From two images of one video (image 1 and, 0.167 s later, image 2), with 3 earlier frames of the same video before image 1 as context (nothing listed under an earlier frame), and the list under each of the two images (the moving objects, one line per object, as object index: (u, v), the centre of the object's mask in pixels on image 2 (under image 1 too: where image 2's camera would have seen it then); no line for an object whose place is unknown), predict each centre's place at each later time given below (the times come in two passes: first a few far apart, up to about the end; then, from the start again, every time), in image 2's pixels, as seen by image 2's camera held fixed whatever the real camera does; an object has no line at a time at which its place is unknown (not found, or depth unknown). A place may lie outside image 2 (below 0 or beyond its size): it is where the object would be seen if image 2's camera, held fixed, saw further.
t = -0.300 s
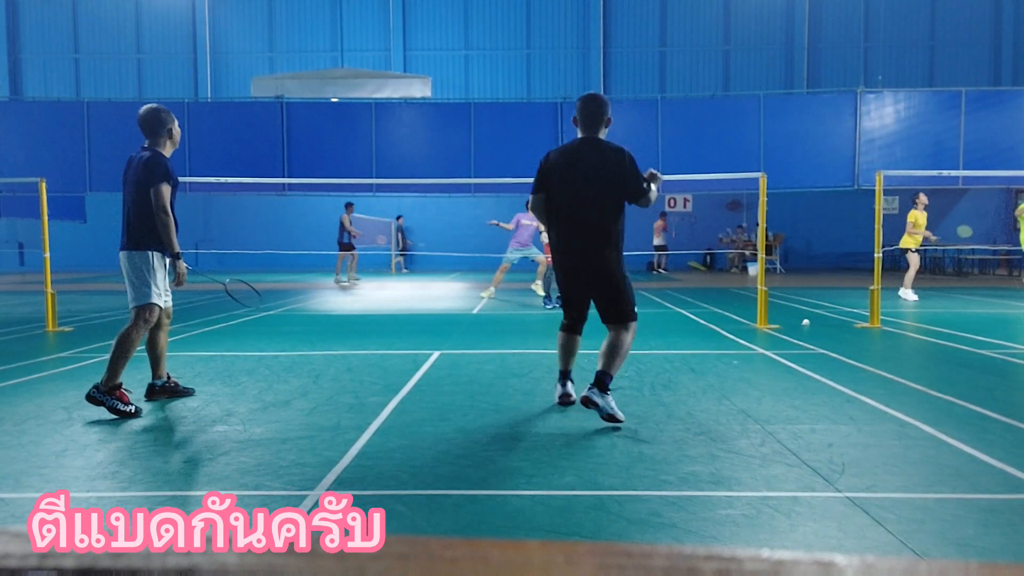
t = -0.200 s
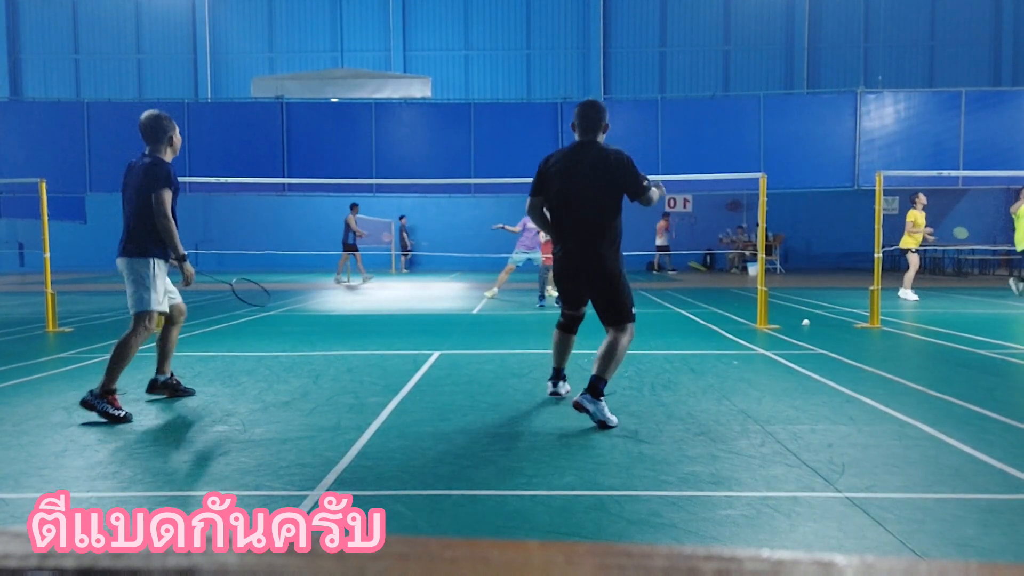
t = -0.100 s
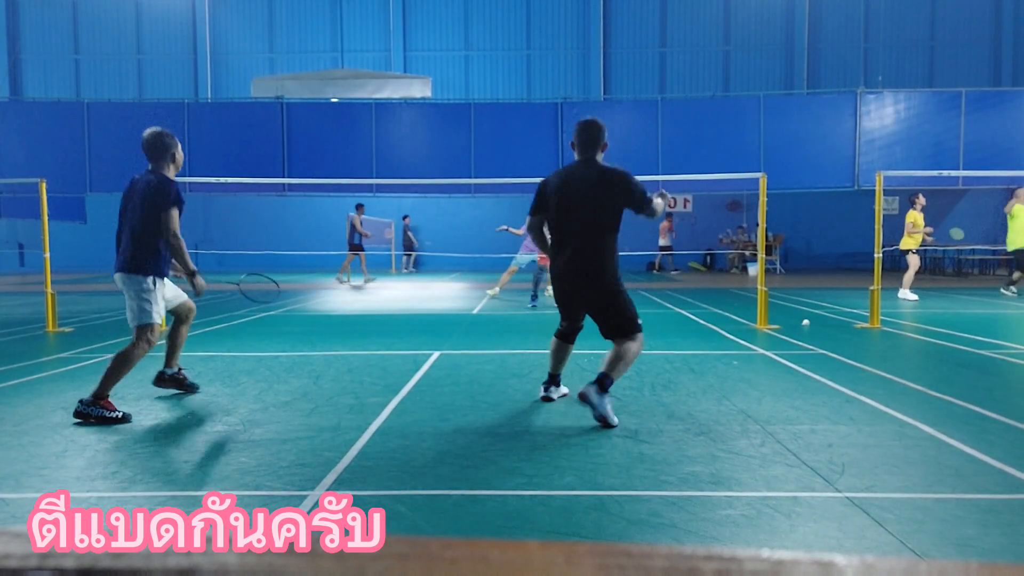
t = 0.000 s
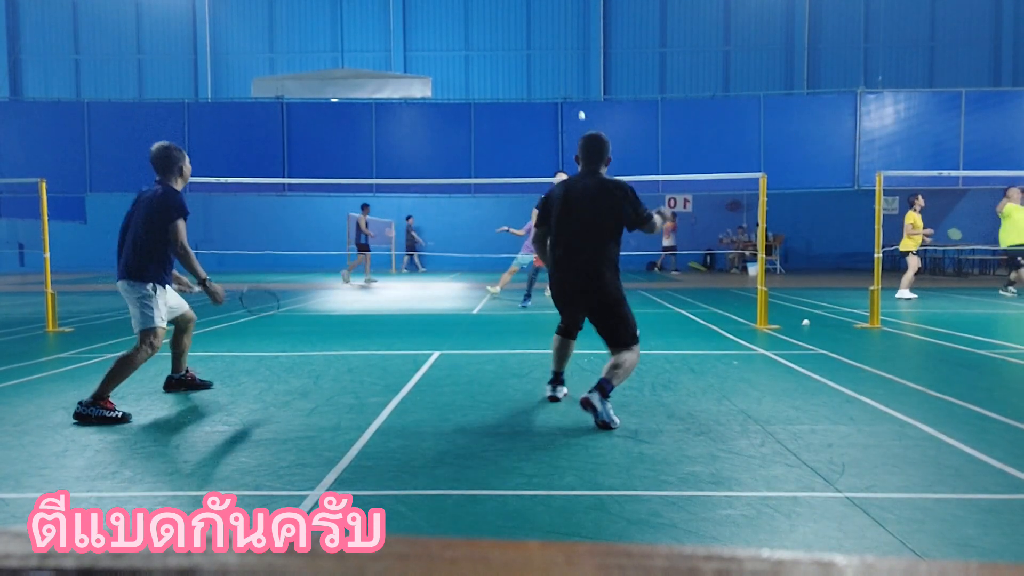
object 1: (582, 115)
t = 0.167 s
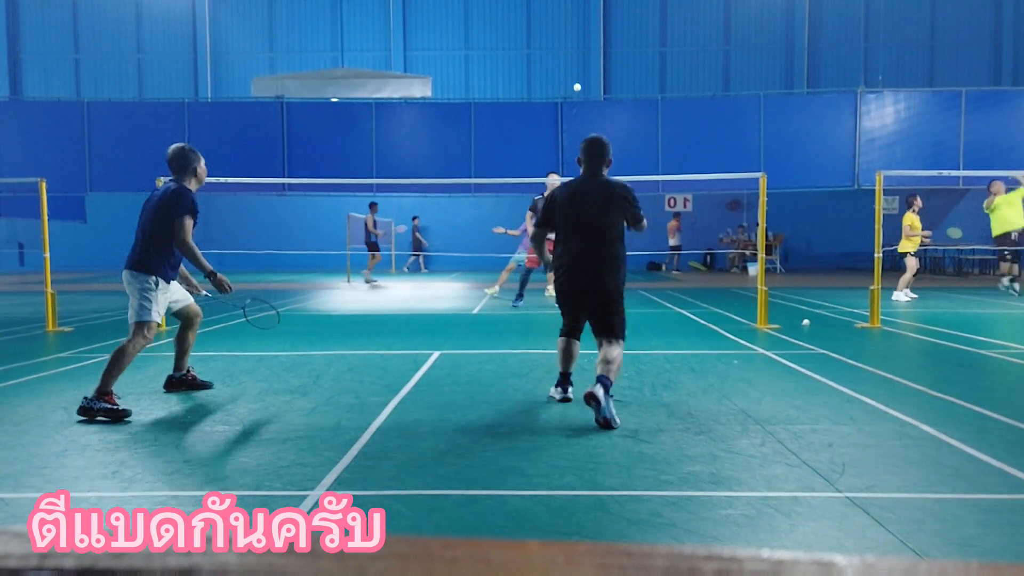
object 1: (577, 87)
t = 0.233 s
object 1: (573, 82)
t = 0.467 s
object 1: (574, 99)
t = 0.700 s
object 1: (575, 174)
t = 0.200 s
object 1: (576, 84)
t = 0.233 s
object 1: (573, 82)
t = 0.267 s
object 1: (574, 82)
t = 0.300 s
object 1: (574, 82)
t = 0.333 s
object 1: (574, 83)
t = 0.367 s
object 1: (574, 85)
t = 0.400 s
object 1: (573, 89)
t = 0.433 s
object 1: (573, 93)
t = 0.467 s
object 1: (574, 99)
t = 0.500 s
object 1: (574, 107)
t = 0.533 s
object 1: (574, 114)
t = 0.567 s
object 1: (574, 124)
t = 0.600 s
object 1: (575, 135)
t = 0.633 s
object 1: (575, 148)
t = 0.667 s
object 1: (575, 161)
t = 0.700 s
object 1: (575, 174)
